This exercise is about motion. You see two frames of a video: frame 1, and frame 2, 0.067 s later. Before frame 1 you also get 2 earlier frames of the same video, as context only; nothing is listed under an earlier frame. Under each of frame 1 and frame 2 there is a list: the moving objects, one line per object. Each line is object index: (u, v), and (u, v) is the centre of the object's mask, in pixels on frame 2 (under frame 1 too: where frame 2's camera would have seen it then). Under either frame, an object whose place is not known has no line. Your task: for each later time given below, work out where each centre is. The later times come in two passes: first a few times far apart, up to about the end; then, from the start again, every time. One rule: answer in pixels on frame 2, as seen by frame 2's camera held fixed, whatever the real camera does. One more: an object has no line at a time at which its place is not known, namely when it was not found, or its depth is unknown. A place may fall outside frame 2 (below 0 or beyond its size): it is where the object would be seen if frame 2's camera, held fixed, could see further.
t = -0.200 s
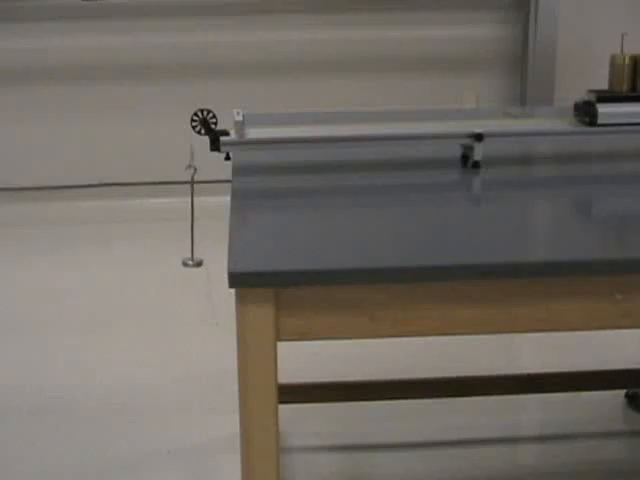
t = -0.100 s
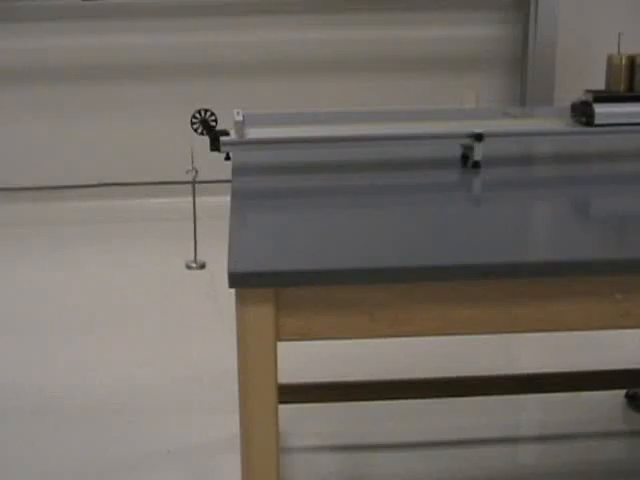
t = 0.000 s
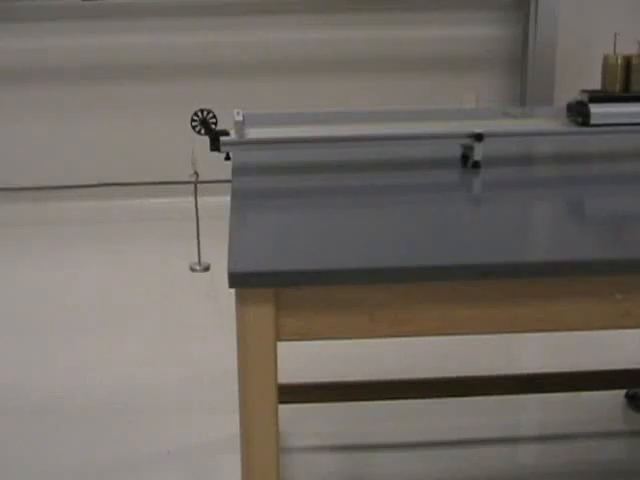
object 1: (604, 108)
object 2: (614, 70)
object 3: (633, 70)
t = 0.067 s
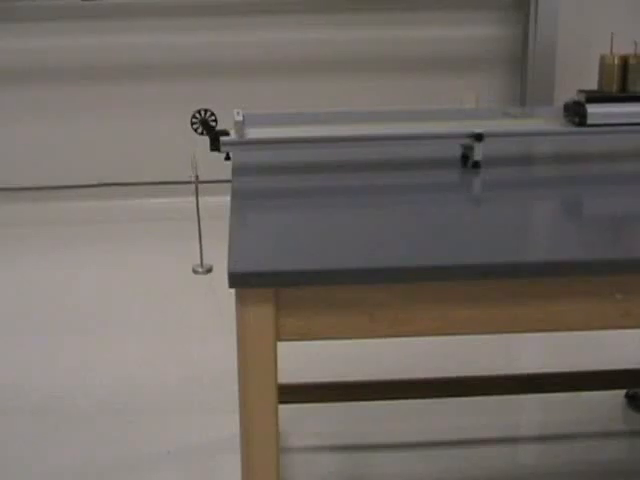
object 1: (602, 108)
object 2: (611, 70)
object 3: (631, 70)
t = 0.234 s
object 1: (597, 109)
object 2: (602, 69)
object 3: (625, 71)
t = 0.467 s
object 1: (583, 109)
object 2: (583, 70)
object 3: (607, 71)
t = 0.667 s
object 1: (564, 110)
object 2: (564, 70)
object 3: (588, 71)
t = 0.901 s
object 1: (538, 111)
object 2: (538, 72)
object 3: (561, 71)
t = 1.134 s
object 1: (506, 111)
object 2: (506, 74)
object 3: (529, 74)
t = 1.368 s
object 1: (469, 112)
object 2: (468, 74)
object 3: (492, 76)
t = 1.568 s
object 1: (434, 113)
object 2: (432, 74)
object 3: (457, 75)
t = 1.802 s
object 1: (388, 115)
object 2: (384, 74)
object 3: (409, 75)
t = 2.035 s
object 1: (336, 117)
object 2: (333, 76)
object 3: (357, 76)
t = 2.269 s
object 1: (286, 119)
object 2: (276, 78)
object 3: (301, 79)
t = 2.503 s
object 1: (285, 119)
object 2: (275, 78)
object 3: (303, 79)
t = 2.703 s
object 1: (293, 118)
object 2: (278, 78)
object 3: (306, 78)
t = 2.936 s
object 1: (293, 118)
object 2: (278, 78)
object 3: (306, 78)
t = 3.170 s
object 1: (292, 118)
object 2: (276, 78)
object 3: (304, 78)
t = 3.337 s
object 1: (290, 118)
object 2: (275, 78)
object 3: (303, 78)
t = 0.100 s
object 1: (601, 108)
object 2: (609, 70)
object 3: (630, 70)
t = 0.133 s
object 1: (600, 108)
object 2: (607, 69)
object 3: (630, 71)
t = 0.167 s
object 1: (599, 108)
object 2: (605, 69)
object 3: (629, 71)
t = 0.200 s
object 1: (598, 109)
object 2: (603, 69)
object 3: (627, 71)
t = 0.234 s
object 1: (597, 109)
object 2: (602, 69)
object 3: (625, 71)
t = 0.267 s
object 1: (596, 109)
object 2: (599, 69)
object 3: (623, 71)
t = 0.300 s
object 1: (594, 109)
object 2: (597, 69)
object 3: (620, 71)
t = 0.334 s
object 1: (592, 109)
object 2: (594, 69)
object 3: (618, 70)
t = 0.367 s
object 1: (591, 109)
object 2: (592, 69)
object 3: (615, 71)
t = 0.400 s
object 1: (589, 109)
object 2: (589, 69)
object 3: (613, 71)
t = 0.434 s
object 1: (586, 109)
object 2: (586, 70)
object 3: (610, 71)
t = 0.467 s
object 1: (583, 109)
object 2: (583, 70)
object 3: (607, 71)
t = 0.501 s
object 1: (581, 109)
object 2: (580, 70)
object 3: (604, 71)
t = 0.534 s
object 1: (578, 109)
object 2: (577, 70)
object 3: (601, 71)
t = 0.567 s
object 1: (575, 110)
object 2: (574, 70)
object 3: (598, 71)
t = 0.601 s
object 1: (571, 110)
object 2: (571, 70)
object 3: (595, 71)
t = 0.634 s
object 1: (568, 110)
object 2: (568, 70)
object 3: (591, 71)
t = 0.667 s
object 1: (564, 110)
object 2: (564, 70)
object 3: (588, 71)
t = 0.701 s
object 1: (561, 110)
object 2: (561, 72)
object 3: (584, 71)
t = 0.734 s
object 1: (557, 110)
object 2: (557, 72)
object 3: (581, 71)
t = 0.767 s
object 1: (554, 110)
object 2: (553, 72)
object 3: (577, 71)
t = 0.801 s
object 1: (550, 110)
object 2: (550, 72)
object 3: (573, 71)
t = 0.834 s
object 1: (546, 110)
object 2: (546, 71)
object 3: (569, 72)
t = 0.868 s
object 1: (542, 110)
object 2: (542, 72)
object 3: (566, 72)
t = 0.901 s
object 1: (538, 111)
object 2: (538, 72)
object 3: (561, 71)
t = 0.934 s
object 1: (534, 110)
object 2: (534, 73)
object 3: (557, 73)
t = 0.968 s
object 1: (530, 111)
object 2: (530, 73)
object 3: (553, 73)
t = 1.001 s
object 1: (525, 111)
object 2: (525, 74)
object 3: (548, 73)
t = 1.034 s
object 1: (520, 111)
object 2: (520, 74)
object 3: (544, 74)
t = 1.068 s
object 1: (515, 111)
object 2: (515, 74)
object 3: (539, 74)
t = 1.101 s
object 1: (511, 111)
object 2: (511, 74)
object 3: (535, 74)
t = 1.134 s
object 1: (506, 111)
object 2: (506, 74)
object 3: (529, 74)
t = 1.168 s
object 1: (501, 111)
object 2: (501, 75)
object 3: (525, 74)
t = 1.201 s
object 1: (496, 112)
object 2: (496, 75)
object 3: (519, 74)
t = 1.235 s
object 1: (490, 112)
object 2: (490, 74)
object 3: (515, 75)
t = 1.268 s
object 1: (486, 112)
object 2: (486, 74)
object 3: (511, 75)
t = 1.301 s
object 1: (480, 112)
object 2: (479, 74)
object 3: (507, 75)
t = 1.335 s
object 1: (475, 112)
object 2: (474, 74)
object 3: (498, 75)
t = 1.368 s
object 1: (469, 112)
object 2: (468, 74)
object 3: (492, 76)
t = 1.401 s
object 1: (464, 112)
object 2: (462, 74)
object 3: (486, 75)
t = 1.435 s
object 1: (458, 113)
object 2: (456, 73)
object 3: (481, 76)
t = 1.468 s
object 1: (452, 113)
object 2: (450, 74)
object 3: (474, 74)
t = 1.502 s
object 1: (446, 113)
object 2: (444, 74)
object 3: (469, 75)
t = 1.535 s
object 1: (440, 113)
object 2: (438, 73)
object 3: (463, 75)
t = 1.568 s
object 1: (434, 113)
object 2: (432, 74)
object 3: (457, 75)
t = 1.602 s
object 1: (428, 114)
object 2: (425, 73)
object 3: (450, 76)
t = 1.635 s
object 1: (422, 114)
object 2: (419, 73)
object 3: (444, 75)
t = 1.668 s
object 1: (415, 114)
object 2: (412, 74)
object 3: (437, 75)
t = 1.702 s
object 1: (408, 114)
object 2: (406, 74)
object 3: (430, 75)
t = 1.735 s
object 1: (402, 114)
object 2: (399, 74)
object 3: (423, 75)
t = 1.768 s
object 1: (395, 115)
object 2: (392, 75)
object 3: (416, 76)
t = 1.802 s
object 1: (388, 115)
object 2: (384, 74)
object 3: (409, 75)
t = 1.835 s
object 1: (381, 115)
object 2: (378, 75)
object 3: (402, 76)
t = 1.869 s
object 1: (374, 115)
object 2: (370, 75)
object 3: (395, 76)
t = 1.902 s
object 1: (366, 115)
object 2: (364, 75)
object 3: (388, 76)
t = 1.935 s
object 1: (359, 116)
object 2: (356, 76)
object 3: (381, 77)
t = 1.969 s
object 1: (351, 116)
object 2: (349, 75)
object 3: (372, 77)
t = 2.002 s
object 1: (344, 116)
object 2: (340, 75)
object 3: (365, 76)
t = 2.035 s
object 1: (336, 117)
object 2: (333, 76)
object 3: (357, 76)
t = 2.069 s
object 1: (328, 117)
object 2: (325, 76)
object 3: (350, 77)
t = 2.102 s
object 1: (321, 117)
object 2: (317, 77)
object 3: (341, 77)
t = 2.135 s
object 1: (313, 117)
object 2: (309, 77)
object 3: (333, 78)
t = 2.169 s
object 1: (305, 118)
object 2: (300, 78)
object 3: (325, 78)
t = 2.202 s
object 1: (296, 118)
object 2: (292, 78)
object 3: (317, 78)
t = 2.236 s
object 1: (288, 118)
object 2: (284, 78)
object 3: (308, 78)
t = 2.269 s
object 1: (286, 119)
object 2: (276, 78)
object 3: (301, 79)
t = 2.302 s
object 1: (286, 118)
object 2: (272, 78)
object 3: (297, 78)
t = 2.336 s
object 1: (282, 119)
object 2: (268, 78)
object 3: (295, 78)
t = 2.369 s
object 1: (283, 119)
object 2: (268, 78)
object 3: (295, 78)
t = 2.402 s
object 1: (283, 119)
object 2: (269, 78)
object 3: (296, 78)
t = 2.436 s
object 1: (286, 119)
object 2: (272, 78)
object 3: (299, 79)
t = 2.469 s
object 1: (284, 119)
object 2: (273, 78)
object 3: (302, 79)
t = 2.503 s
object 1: (285, 119)
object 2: (275, 78)
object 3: (303, 79)
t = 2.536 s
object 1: (286, 119)
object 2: (276, 78)
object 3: (304, 79)
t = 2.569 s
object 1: (292, 118)
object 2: (277, 78)
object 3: (305, 78)
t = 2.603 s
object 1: (293, 118)
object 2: (277, 78)
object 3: (305, 78)
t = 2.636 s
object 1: (293, 118)
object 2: (277, 78)
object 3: (306, 78)
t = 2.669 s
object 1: (293, 118)
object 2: (278, 78)
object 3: (306, 79)
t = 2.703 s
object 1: (293, 118)
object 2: (278, 78)
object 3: (306, 78)
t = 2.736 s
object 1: (293, 118)
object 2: (278, 78)
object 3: (306, 78)
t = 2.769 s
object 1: (293, 118)
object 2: (278, 78)
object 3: (306, 78)
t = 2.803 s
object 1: (293, 118)
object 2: (278, 78)
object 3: (306, 78)
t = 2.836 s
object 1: (293, 118)
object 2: (278, 78)
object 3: (306, 78)
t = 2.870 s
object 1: (293, 118)
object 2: (278, 78)
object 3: (306, 78)
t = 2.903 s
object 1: (293, 118)
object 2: (278, 78)
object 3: (306, 78)
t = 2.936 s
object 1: (293, 118)
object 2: (278, 78)
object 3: (306, 78)
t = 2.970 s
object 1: (293, 118)
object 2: (278, 78)
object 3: (306, 78)
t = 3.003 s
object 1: (293, 118)
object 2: (277, 78)
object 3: (306, 78)
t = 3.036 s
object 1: (293, 118)
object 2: (277, 78)
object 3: (306, 78)
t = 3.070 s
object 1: (293, 118)
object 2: (277, 78)
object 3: (305, 78)
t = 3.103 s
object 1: (292, 118)
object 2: (277, 78)
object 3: (305, 78)
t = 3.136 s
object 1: (292, 118)
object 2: (276, 78)
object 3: (304, 78)
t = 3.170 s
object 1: (292, 118)
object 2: (276, 78)
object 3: (304, 78)
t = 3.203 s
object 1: (291, 118)
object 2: (276, 77)
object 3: (304, 78)
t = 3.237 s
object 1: (291, 118)
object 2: (276, 78)
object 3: (303, 78)
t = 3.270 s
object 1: (290, 118)
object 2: (275, 78)
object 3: (303, 78)
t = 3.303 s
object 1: (290, 118)
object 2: (275, 78)
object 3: (303, 78)
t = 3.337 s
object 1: (290, 118)
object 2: (275, 78)
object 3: (303, 78)
